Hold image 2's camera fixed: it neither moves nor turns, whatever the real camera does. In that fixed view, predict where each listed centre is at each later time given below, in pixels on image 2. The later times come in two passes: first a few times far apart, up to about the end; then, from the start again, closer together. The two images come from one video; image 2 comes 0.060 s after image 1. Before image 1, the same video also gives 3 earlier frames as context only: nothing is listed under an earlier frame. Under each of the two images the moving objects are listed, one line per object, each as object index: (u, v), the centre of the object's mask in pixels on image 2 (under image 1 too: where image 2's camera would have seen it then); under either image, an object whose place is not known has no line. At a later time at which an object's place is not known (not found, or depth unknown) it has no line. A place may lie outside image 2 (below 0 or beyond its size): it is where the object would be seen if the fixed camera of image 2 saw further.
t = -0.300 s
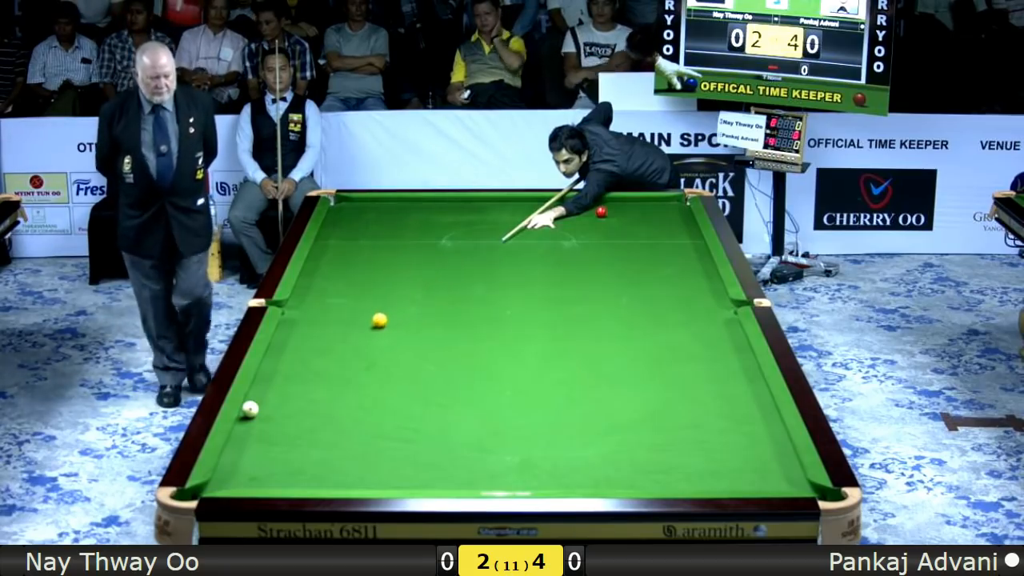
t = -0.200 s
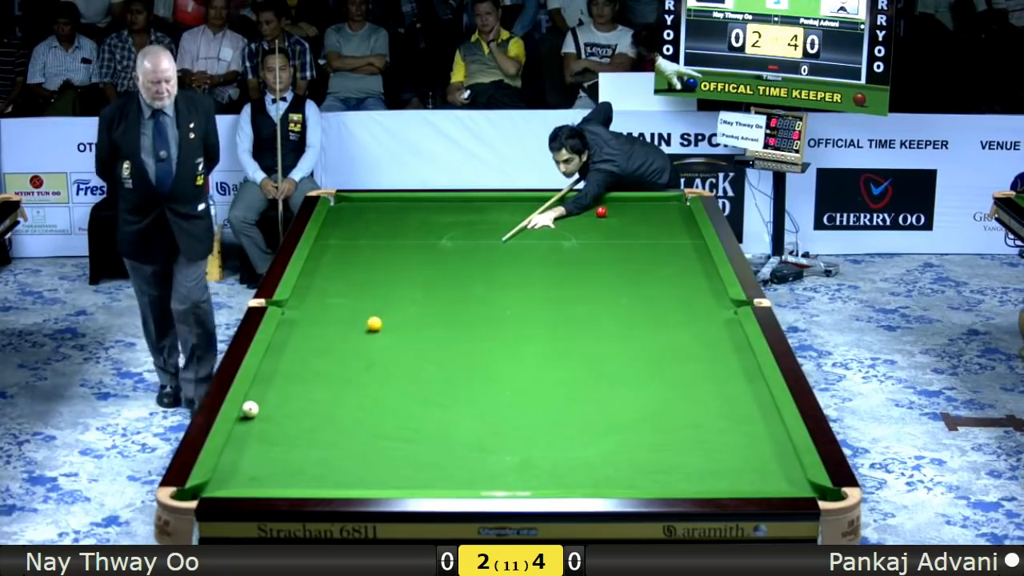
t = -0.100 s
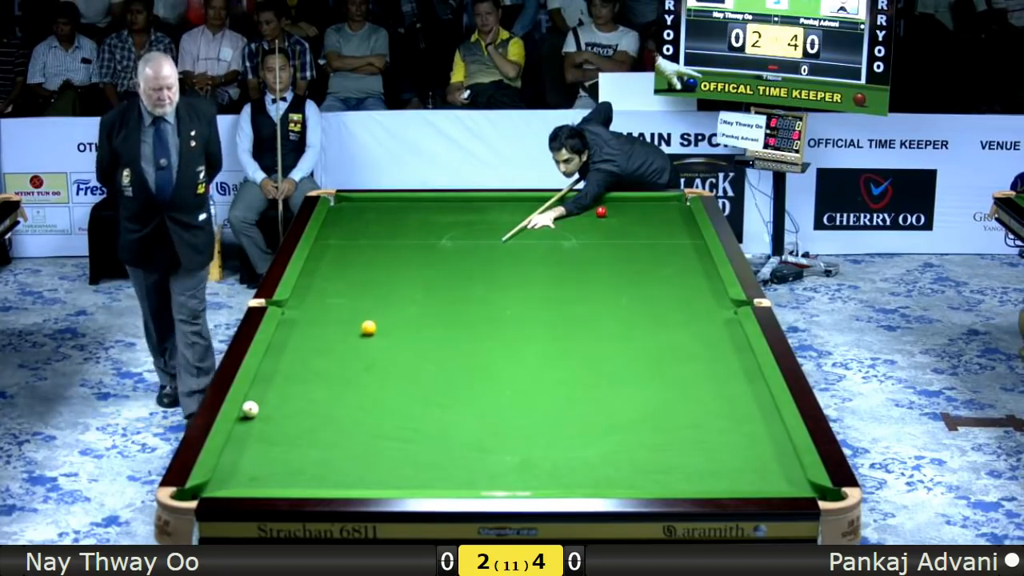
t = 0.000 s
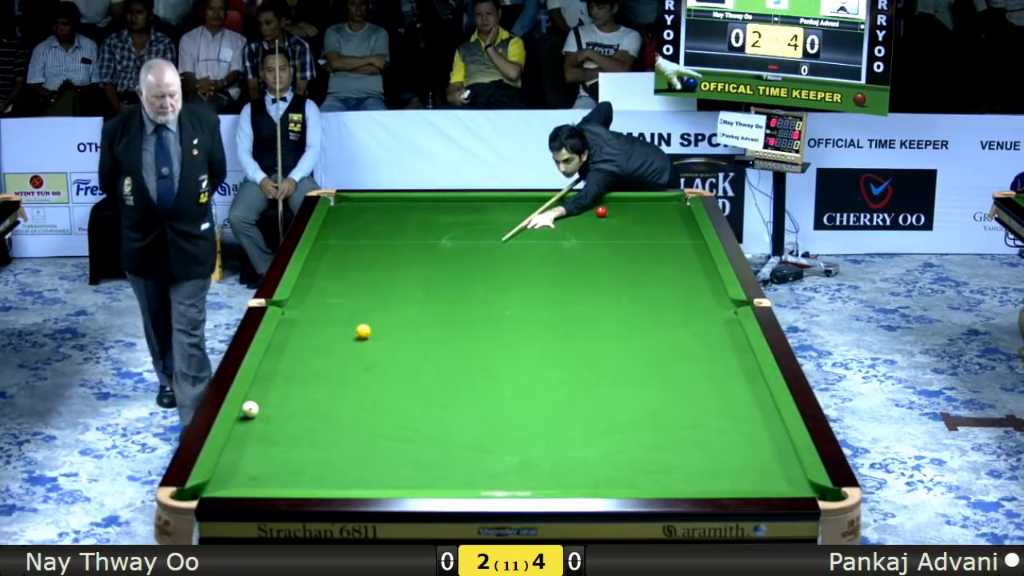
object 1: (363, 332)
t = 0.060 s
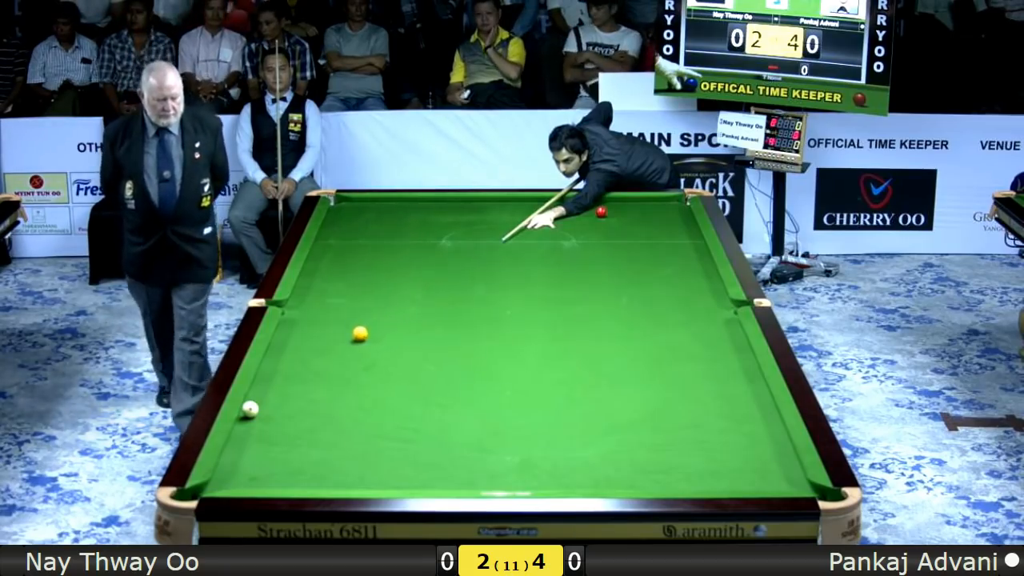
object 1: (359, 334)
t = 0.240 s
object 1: (350, 341)
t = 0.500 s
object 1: (337, 350)
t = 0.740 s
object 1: (325, 359)
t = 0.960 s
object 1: (314, 366)
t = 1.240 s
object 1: (301, 376)
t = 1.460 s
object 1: (292, 383)
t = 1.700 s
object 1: (281, 391)
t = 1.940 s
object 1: (272, 398)
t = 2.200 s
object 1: (264, 406)
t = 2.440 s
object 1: (265, 409)
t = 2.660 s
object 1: (268, 411)
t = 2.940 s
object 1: (270, 412)
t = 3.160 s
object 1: (271, 413)
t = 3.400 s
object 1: (272, 414)
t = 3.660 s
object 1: (272, 414)
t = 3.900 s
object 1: (273, 414)
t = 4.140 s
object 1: (272, 414)
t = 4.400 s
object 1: (272, 414)
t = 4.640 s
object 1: (272, 414)
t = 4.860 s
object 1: (272, 414)
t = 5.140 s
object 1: (272, 414)
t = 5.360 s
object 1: (272, 414)
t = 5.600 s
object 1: (272, 414)
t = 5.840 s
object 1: (272, 414)
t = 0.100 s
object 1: (358, 335)
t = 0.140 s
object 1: (355, 337)
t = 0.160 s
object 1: (354, 338)
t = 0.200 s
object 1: (352, 339)
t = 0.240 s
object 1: (350, 341)
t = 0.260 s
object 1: (349, 341)
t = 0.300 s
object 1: (347, 343)
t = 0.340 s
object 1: (345, 344)
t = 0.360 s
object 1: (344, 345)
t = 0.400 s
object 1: (342, 346)
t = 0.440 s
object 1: (340, 348)
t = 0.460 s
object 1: (339, 349)
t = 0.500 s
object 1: (337, 350)
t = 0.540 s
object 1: (335, 351)
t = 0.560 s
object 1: (334, 352)
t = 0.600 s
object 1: (332, 354)
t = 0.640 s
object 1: (330, 355)
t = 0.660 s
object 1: (329, 356)
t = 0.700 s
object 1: (327, 357)
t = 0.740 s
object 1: (325, 359)
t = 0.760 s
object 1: (324, 359)
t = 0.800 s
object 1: (322, 361)
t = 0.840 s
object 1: (320, 362)
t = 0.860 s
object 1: (319, 363)
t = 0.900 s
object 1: (317, 364)
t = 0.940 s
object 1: (315, 366)
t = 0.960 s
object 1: (314, 366)
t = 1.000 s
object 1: (312, 368)
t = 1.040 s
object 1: (311, 369)
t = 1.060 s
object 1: (310, 370)
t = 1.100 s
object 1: (308, 371)
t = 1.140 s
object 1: (306, 373)
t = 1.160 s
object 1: (305, 373)
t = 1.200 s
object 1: (303, 375)
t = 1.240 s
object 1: (301, 376)
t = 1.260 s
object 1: (300, 377)
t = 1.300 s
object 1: (299, 378)
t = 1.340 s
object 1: (297, 379)
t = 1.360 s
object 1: (296, 380)
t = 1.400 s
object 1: (294, 381)
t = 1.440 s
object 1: (292, 383)
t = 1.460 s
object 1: (292, 383)
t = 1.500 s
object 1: (290, 385)
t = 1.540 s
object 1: (288, 386)
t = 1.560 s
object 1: (287, 386)
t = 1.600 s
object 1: (286, 388)
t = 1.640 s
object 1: (284, 389)
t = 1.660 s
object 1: (283, 389)
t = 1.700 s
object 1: (281, 391)
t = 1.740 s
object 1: (280, 392)
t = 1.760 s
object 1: (279, 393)
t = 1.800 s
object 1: (277, 394)
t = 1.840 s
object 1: (276, 395)
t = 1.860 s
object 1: (275, 396)
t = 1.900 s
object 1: (274, 397)
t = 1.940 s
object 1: (272, 398)
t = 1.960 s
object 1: (271, 399)
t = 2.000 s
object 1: (270, 400)
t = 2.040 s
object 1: (268, 401)
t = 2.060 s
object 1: (267, 402)
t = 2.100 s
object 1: (266, 403)
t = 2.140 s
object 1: (265, 404)
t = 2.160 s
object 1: (264, 405)
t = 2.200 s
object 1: (264, 406)
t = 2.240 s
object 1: (264, 406)
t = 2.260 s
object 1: (264, 407)
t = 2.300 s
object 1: (264, 407)
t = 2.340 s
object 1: (264, 408)
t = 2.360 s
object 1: (265, 408)
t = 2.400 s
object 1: (265, 408)
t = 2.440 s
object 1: (265, 409)
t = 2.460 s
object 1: (266, 409)
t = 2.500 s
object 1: (266, 409)
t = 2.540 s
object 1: (266, 409)
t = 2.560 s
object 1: (266, 410)
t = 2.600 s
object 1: (267, 410)
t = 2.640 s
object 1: (267, 411)
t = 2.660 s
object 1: (268, 411)
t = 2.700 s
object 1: (268, 411)
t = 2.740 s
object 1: (268, 411)
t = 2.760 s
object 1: (268, 411)
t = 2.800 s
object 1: (269, 412)
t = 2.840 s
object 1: (269, 412)
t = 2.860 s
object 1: (269, 412)
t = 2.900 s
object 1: (270, 412)
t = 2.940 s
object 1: (270, 412)
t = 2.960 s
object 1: (270, 412)
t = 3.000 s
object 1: (270, 412)
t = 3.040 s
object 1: (271, 412)
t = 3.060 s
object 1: (271, 413)
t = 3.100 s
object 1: (271, 413)
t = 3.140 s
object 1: (271, 413)
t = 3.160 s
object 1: (271, 413)
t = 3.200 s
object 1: (272, 413)
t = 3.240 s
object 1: (272, 413)
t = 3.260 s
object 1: (272, 414)
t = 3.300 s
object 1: (272, 414)
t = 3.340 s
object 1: (272, 414)
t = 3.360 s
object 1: (272, 414)
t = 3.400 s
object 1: (272, 414)
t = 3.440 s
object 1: (272, 414)
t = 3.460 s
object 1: (273, 414)
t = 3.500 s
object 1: (273, 414)
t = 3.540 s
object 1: (273, 414)
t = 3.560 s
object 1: (273, 414)
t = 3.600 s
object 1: (273, 414)
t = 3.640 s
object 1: (273, 414)
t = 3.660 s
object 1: (272, 414)
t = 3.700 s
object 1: (273, 414)
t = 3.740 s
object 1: (273, 414)
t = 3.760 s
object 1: (272, 414)
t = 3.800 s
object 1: (273, 414)
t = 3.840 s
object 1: (272, 414)
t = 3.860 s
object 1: (272, 414)
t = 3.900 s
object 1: (273, 414)
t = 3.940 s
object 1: (272, 414)
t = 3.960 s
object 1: (272, 414)
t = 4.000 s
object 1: (272, 414)
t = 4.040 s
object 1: (272, 414)
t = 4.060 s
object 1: (272, 414)
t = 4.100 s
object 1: (272, 414)
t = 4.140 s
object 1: (272, 414)
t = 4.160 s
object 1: (272, 414)
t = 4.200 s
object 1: (272, 414)
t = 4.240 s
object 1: (272, 414)
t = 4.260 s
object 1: (272, 414)
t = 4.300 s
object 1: (272, 414)
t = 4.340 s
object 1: (272, 414)
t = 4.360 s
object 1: (272, 414)
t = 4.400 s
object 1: (272, 414)
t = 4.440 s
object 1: (272, 414)
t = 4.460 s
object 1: (272, 414)
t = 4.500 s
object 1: (272, 414)
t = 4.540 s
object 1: (272, 414)
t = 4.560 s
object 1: (272, 414)
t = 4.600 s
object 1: (272, 414)
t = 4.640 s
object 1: (272, 414)
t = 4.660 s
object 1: (272, 414)
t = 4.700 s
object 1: (272, 414)
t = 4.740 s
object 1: (272, 414)
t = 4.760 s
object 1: (272, 414)
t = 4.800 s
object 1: (272, 414)
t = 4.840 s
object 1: (272, 414)
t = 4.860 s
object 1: (272, 414)
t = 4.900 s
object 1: (272, 414)
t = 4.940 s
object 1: (272, 414)
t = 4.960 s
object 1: (272, 414)
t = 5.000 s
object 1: (272, 414)
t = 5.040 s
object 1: (272, 414)
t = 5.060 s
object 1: (272, 414)
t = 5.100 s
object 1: (272, 414)
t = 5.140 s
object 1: (272, 414)
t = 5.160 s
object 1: (272, 414)
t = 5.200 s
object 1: (272, 414)
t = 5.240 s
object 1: (272, 414)
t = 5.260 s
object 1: (272, 414)
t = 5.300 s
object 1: (272, 414)
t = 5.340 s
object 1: (272, 414)
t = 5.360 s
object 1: (272, 414)
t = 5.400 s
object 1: (272, 414)
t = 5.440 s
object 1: (272, 414)
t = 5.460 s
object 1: (272, 414)
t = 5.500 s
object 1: (272, 415)
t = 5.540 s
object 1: (272, 415)
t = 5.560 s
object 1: (272, 414)
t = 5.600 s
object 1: (272, 414)
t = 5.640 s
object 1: (272, 414)
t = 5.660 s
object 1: (272, 414)
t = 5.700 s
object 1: (272, 415)
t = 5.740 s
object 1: (272, 414)
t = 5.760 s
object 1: (272, 414)
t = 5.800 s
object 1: (272, 415)
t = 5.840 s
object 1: (272, 414)
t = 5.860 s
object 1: (272, 414)
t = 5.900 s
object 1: (272, 414)
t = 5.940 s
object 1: (272, 414)
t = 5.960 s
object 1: (272, 414)
